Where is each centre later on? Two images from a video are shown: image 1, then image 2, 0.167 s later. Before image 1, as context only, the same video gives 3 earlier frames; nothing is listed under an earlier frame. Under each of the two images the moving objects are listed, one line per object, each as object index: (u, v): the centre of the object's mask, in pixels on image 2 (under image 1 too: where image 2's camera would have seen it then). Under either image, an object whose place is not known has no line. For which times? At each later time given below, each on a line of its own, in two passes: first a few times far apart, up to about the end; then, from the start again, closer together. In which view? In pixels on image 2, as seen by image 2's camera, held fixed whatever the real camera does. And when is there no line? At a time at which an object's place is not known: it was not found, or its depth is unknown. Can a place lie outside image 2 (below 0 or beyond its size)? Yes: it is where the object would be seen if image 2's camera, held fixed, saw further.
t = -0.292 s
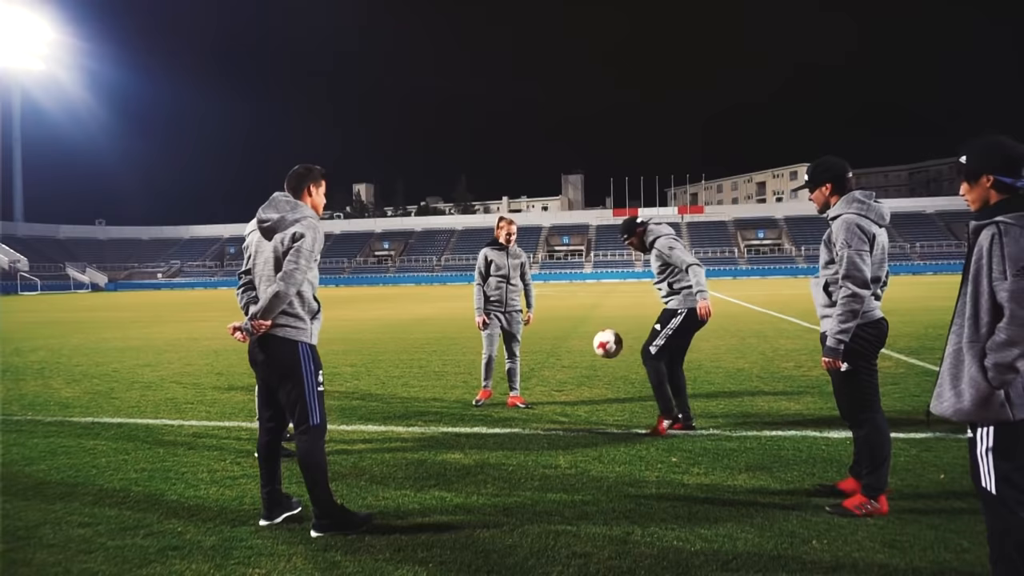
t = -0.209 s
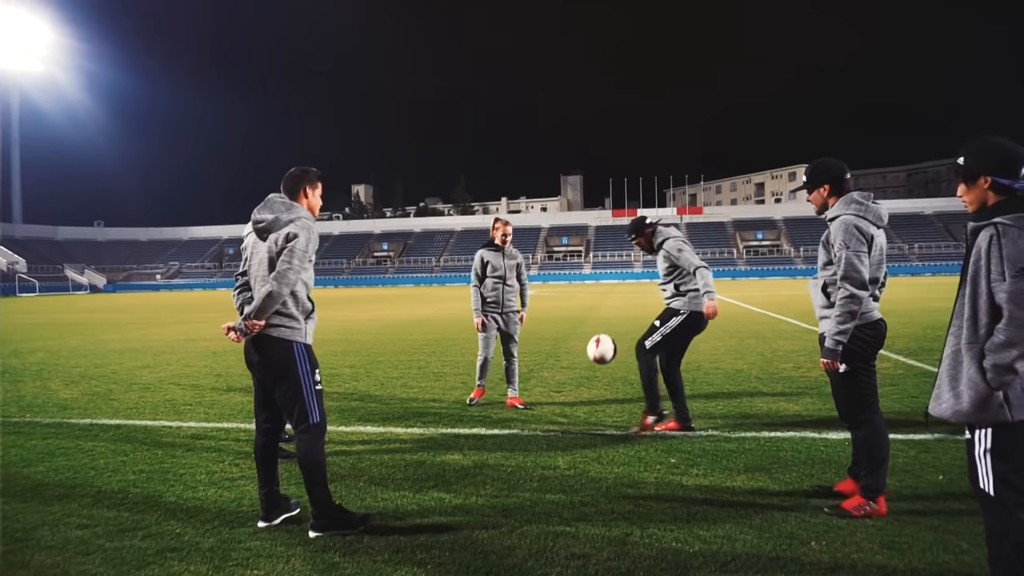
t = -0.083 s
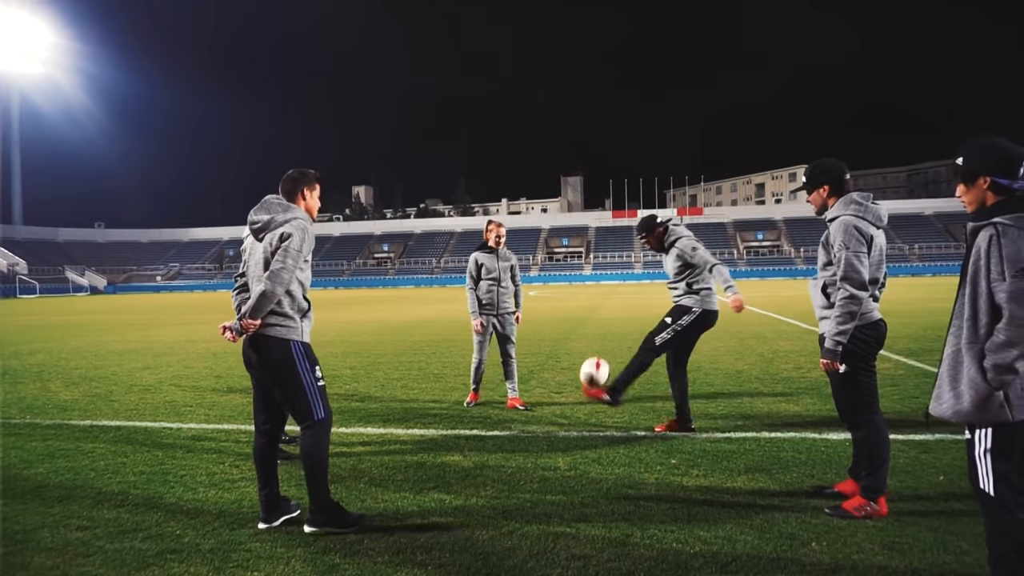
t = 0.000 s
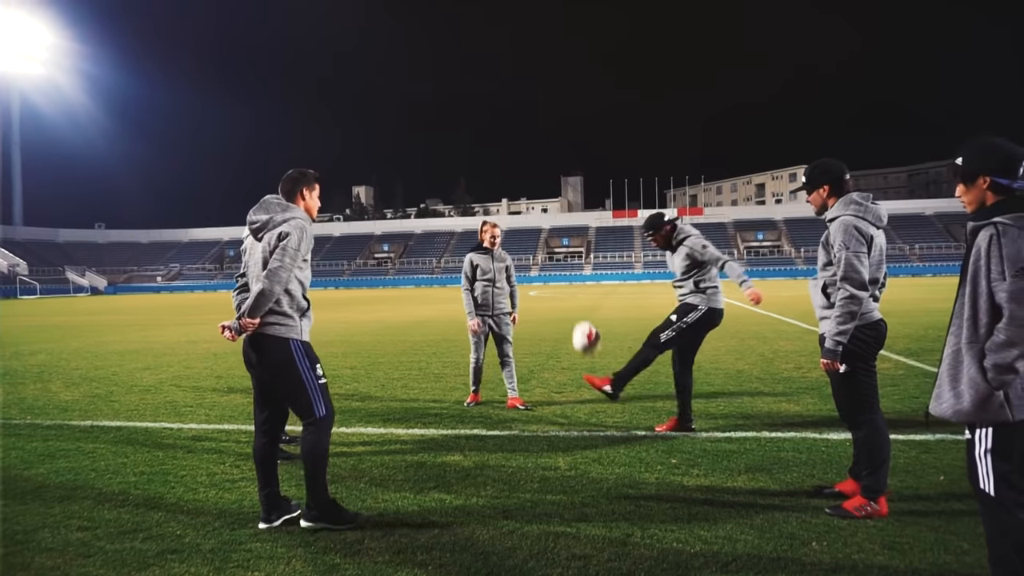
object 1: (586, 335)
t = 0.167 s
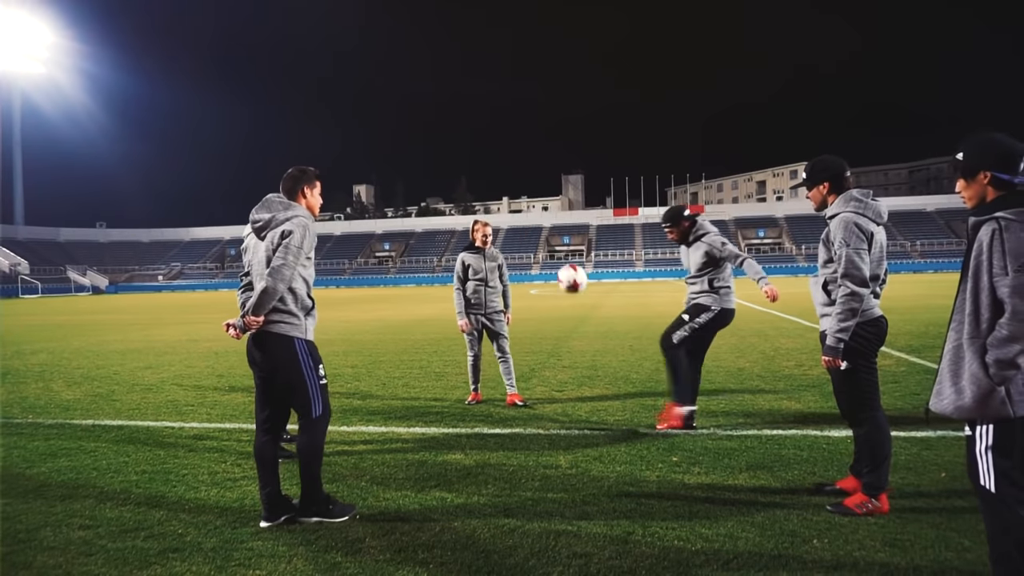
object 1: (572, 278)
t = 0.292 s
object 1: (560, 257)
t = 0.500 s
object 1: (544, 268)
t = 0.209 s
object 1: (566, 266)
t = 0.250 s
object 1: (563, 260)
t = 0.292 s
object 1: (560, 257)
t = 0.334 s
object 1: (556, 255)
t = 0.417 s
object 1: (550, 258)
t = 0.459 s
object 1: (546, 262)
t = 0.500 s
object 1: (544, 268)
